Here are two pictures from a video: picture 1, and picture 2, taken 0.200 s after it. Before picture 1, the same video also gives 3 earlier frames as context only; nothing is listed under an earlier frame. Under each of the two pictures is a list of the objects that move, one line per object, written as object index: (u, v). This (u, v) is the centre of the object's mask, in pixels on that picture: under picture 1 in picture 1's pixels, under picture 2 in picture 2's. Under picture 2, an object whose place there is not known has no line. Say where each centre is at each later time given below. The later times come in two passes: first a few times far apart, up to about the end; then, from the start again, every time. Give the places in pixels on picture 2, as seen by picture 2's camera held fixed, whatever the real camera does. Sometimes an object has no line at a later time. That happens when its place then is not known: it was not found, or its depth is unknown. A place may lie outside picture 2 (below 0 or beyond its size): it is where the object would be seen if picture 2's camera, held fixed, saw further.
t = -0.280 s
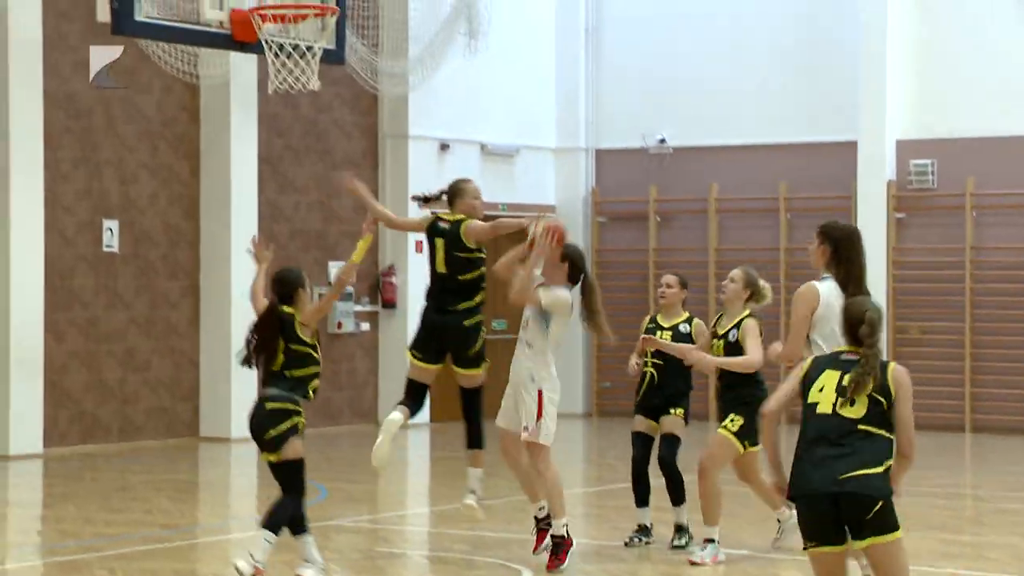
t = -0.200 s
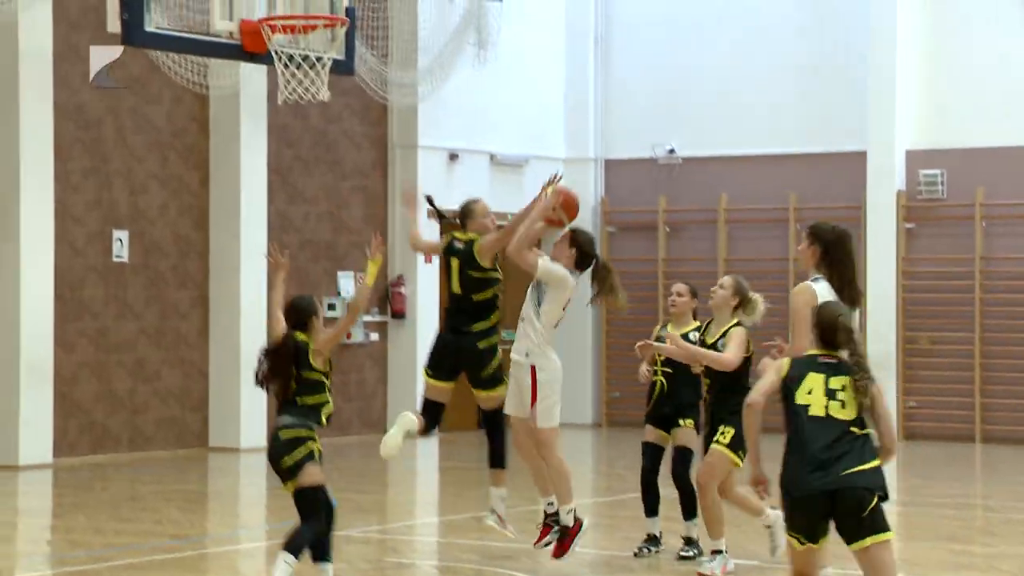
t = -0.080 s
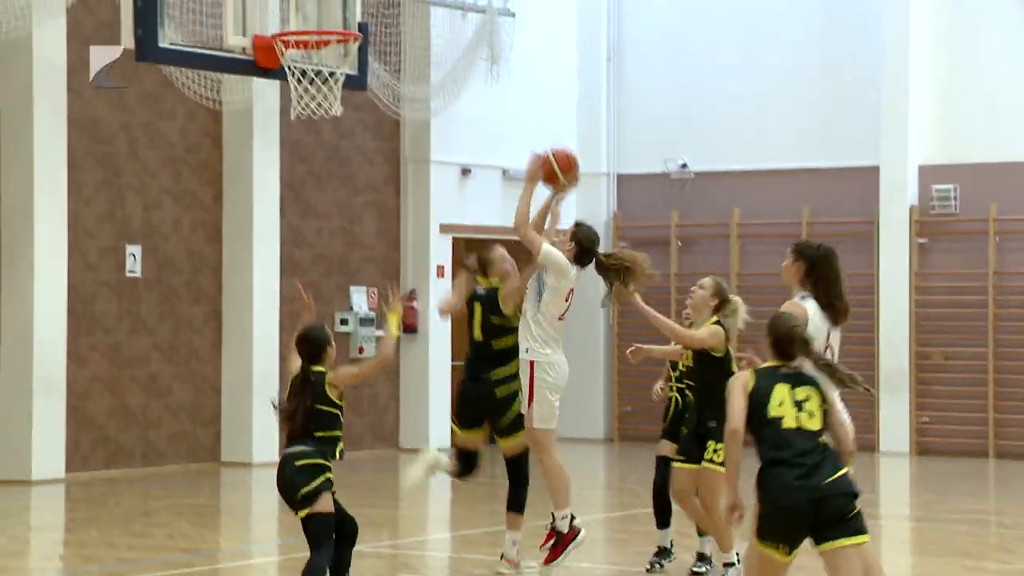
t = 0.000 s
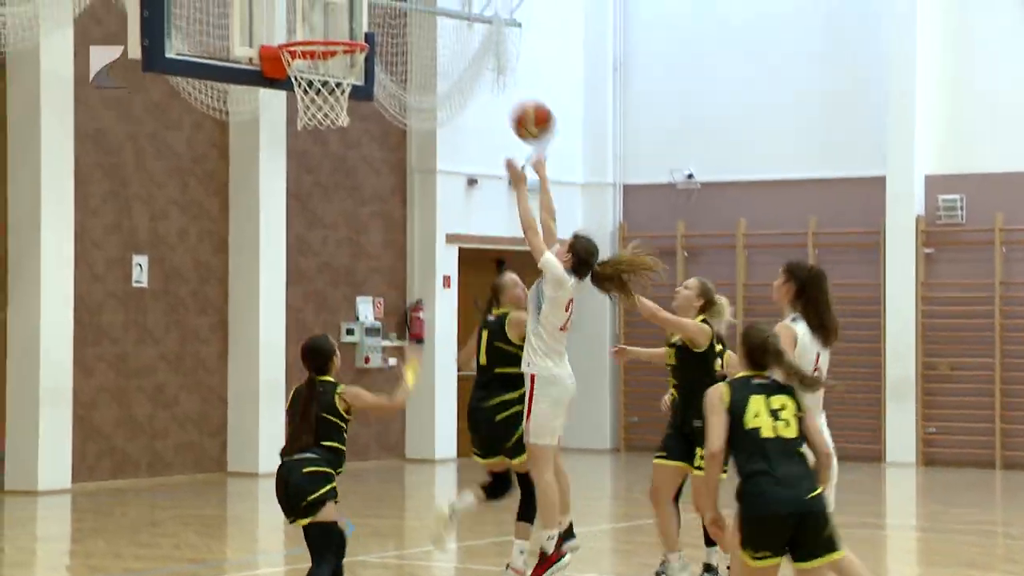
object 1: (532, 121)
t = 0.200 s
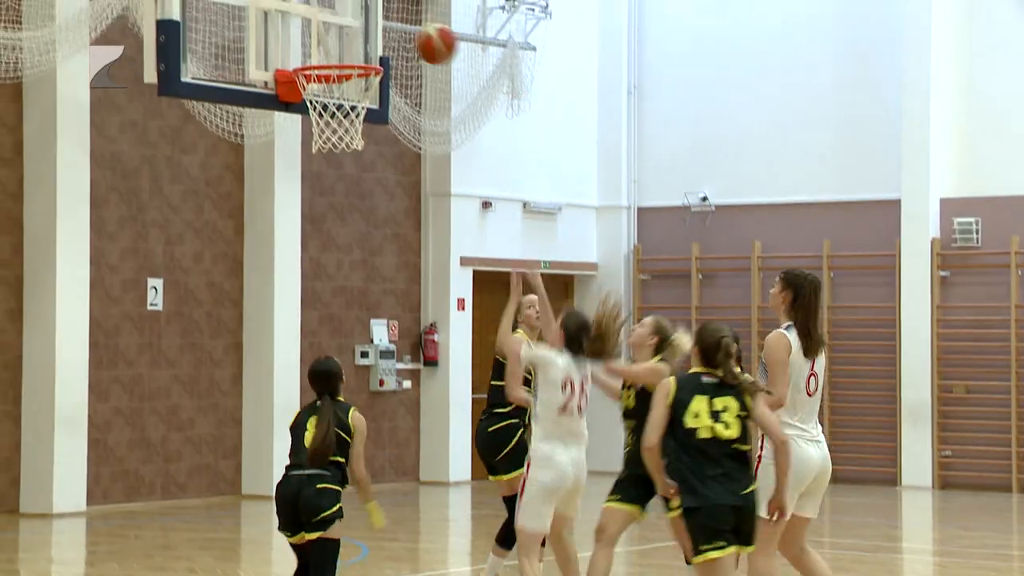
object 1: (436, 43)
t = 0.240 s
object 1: (413, 31)
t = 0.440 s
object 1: (323, 13)
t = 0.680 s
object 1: (338, 80)
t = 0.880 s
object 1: (293, 118)
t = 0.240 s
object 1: (413, 31)
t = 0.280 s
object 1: (392, 21)
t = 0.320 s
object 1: (369, 14)
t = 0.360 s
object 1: (348, 11)
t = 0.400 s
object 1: (327, 10)
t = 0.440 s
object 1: (323, 13)
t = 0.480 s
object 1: (331, 19)
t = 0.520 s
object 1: (339, 28)
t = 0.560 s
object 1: (347, 39)
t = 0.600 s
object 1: (355, 49)
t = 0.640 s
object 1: (351, 66)
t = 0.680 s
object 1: (338, 80)
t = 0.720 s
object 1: (324, 89)
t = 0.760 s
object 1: (311, 100)
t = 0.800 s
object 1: (299, 110)
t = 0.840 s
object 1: (295, 114)
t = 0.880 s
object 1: (293, 118)
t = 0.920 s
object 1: (291, 123)
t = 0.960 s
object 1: (290, 128)
